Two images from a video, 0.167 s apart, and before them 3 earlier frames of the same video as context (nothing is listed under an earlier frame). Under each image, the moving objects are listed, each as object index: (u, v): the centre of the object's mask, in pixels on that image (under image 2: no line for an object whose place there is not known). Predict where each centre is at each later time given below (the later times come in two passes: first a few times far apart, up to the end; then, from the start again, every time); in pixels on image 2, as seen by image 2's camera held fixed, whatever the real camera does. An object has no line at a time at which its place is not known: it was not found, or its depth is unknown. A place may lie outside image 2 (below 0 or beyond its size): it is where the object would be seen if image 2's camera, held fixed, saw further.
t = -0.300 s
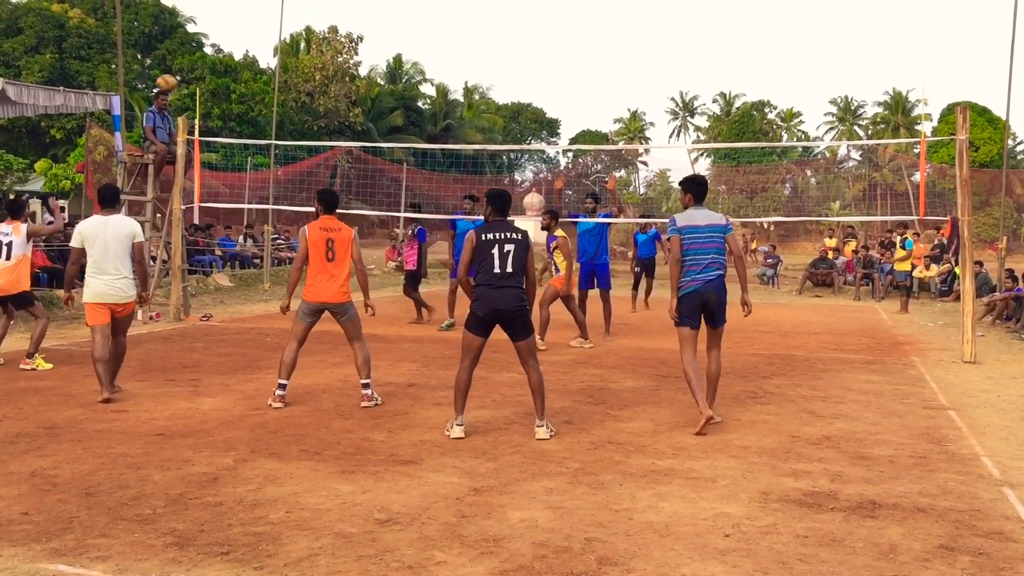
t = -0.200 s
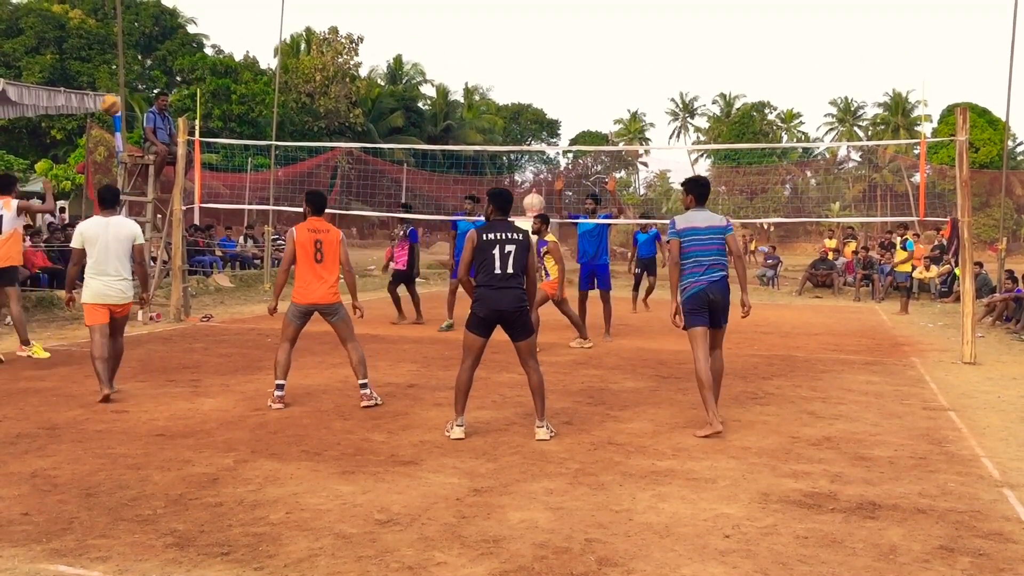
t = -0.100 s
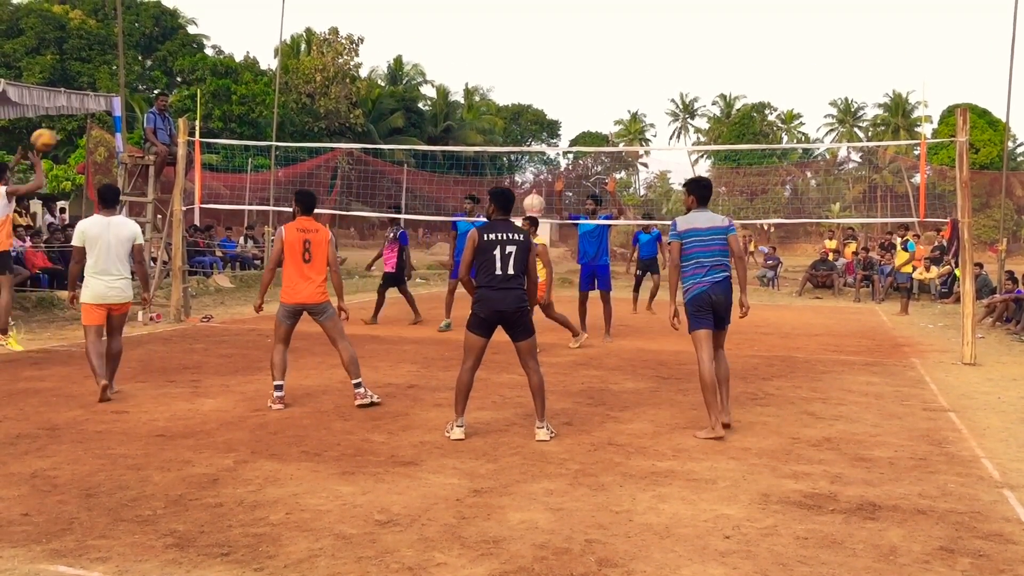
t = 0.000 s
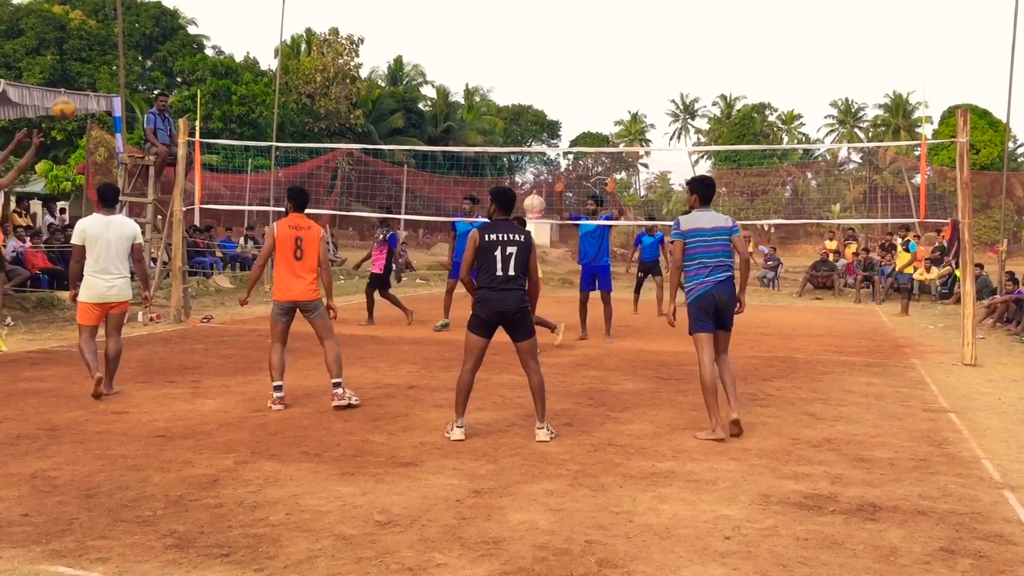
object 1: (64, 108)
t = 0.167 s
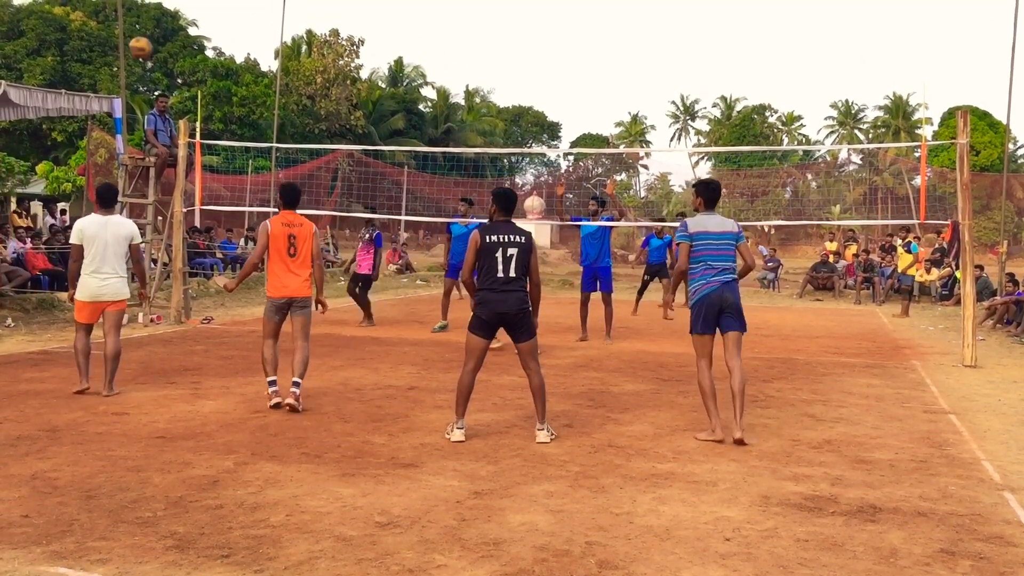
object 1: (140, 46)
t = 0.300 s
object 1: (195, 21)
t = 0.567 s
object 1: (292, 19)
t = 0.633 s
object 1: (314, 29)
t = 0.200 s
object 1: (155, 38)
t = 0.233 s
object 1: (168, 31)
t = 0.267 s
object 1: (181, 25)
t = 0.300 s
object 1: (195, 21)
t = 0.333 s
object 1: (208, 17)
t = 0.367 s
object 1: (221, 14)
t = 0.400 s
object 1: (233, 12)
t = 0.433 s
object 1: (246, 11)
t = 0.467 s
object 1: (258, 12)
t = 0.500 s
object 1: (269, 13)
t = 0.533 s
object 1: (281, 15)
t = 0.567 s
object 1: (292, 19)
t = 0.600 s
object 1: (304, 24)
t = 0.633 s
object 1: (314, 29)
